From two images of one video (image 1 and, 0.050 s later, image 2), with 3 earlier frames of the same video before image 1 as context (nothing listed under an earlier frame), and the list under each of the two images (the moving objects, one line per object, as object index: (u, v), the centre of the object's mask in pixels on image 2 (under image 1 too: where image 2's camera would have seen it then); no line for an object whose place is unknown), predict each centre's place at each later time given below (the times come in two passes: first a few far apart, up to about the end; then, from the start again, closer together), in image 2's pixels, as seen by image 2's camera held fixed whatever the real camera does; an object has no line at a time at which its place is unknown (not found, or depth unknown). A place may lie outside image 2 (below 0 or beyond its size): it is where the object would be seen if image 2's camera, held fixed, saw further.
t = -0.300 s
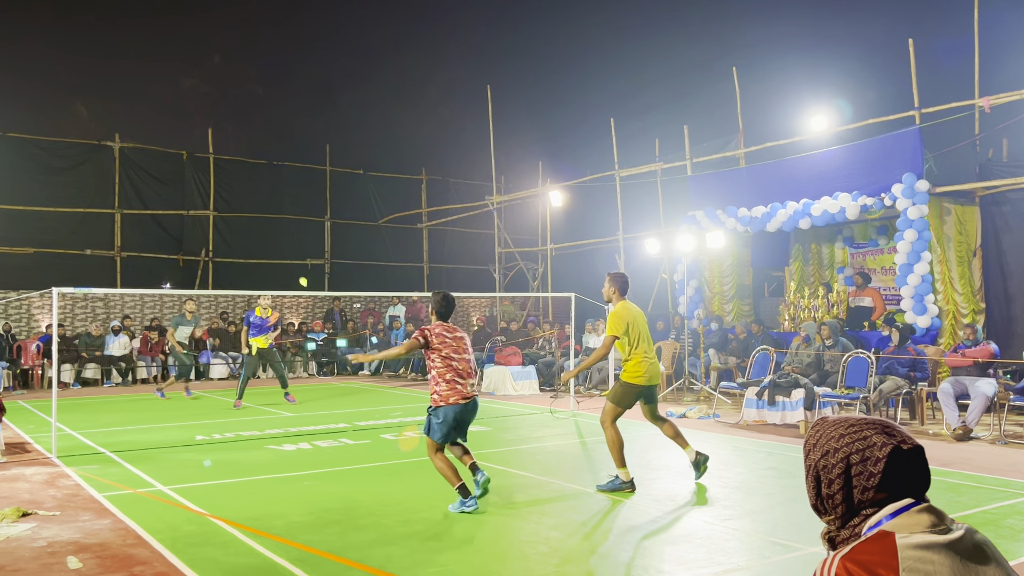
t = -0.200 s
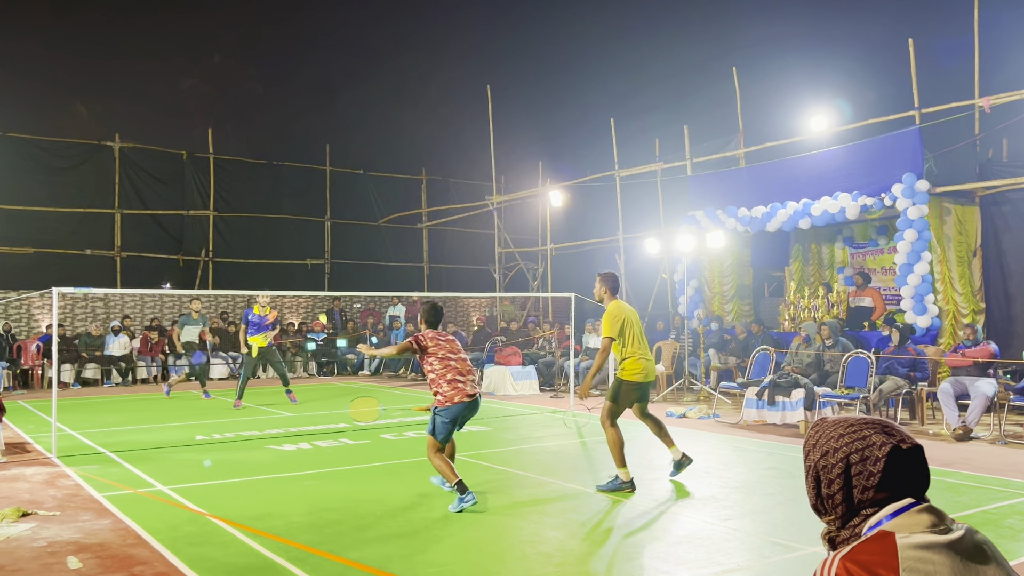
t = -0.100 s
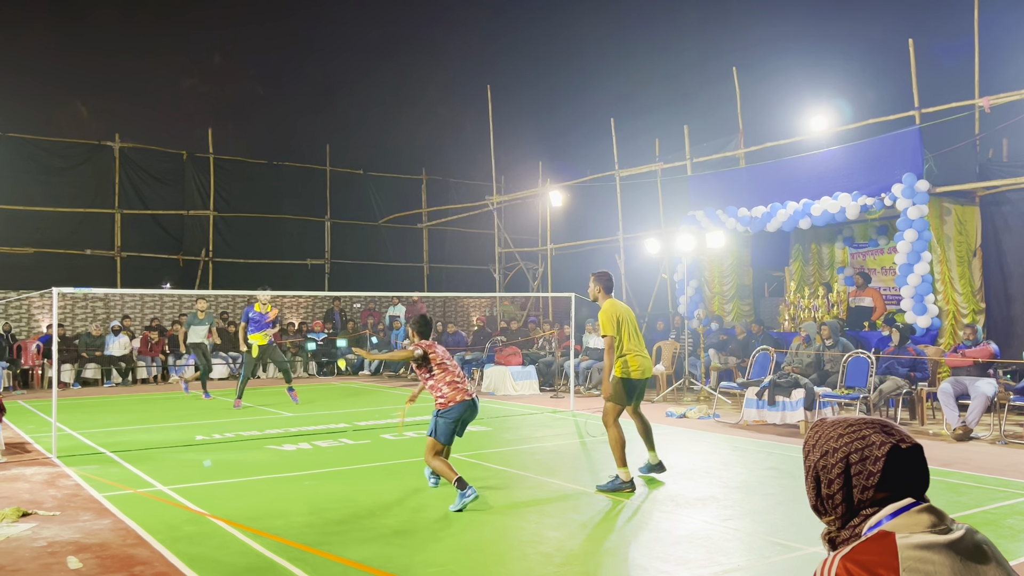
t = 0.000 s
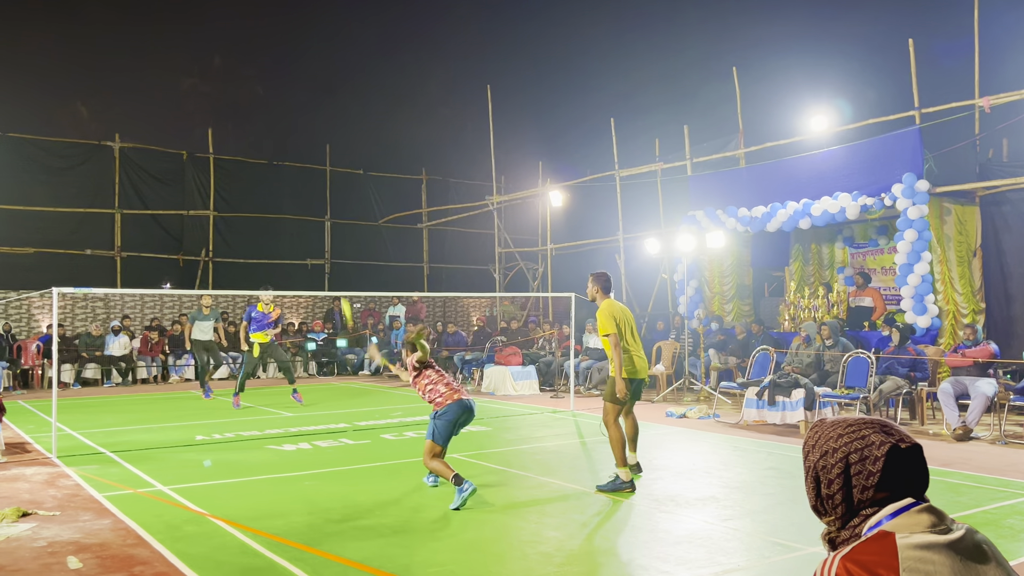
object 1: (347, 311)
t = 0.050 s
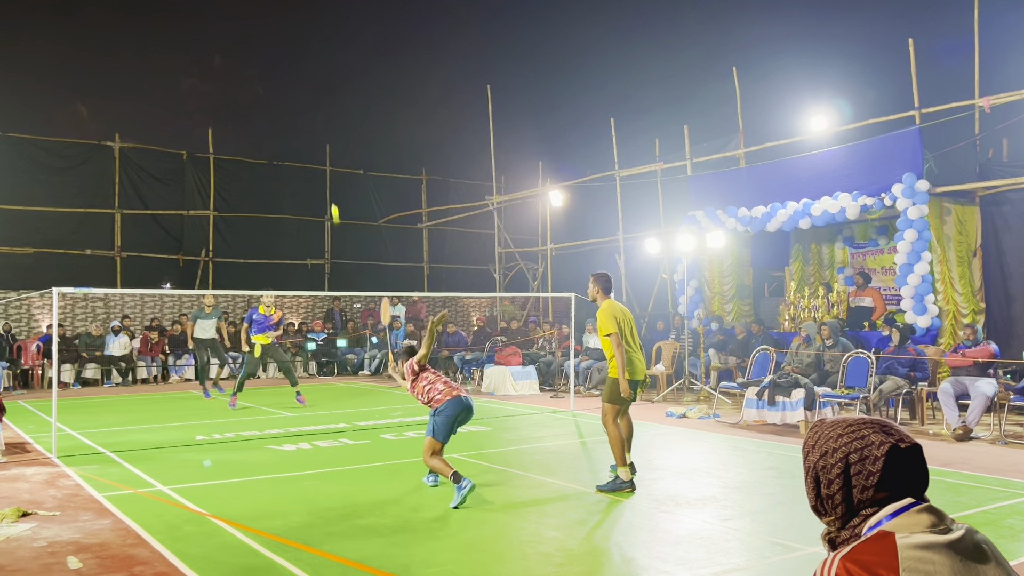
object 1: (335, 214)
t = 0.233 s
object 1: (319, 69)
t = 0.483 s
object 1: (311, 19)
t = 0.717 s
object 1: (310, 22)
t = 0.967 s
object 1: (312, 57)
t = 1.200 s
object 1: (315, 109)
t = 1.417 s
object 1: (318, 167)
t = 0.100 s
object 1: (328, 153)
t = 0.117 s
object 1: (326, 138)
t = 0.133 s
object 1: (325, 125)
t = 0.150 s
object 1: (324, 112)
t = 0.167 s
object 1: (323, 102)
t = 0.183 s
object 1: (321, 92)
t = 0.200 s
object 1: (320, 83)
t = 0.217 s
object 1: (319, 76)
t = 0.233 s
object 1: (319, 69)
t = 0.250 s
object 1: (318, 62)
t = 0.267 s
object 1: (317, 56)
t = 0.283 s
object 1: (317, 51)
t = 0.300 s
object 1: (316, 46)
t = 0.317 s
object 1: (316, 43)
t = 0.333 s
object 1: (315, 39)
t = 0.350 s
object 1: (315, 35)
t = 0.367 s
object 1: (314, 32)
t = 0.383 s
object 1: (314, 29)
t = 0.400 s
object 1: (313, 27)
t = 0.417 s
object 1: (312, 25)
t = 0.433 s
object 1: (312, 23)
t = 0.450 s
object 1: (312, 21)
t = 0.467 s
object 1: (312, 20)
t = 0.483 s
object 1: (311, 19)
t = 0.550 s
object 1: (311, 16)
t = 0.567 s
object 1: (311, 16)
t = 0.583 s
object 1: (311, 16)
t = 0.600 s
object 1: (311, 16)
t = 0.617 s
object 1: (310, 17)
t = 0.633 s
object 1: (310, 17)
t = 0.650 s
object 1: (310, 18)
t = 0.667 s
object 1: (310, 18)
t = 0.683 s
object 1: (310, 20)
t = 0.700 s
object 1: (310, 21)
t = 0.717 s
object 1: (310, 22)
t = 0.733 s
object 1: (310, 23)
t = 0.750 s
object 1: (310, 25)
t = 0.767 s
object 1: (310, 27)
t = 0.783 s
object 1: (310, 28)
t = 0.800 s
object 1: (310, 31)
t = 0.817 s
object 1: (310, 33)
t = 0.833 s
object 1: (310, 35)
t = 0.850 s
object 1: (311, 38)
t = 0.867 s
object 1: (311, 40)
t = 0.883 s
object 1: (311, 42)
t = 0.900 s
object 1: (311, 45)
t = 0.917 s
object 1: (311, 48)
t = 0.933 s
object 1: (311, 51)
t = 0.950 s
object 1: (311, 54)
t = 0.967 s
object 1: (312, 57)
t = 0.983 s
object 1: (312, 60)
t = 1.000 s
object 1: (312, 64)
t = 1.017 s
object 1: (312, 67)
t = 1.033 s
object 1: (312, 70)
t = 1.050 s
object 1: (313, 74)
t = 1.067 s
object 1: (313, 77)
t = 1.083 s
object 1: (313, 81)
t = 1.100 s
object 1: (313, 85)
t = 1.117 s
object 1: (314, 89)
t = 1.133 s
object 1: (314, 92)
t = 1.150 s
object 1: (314, 97)
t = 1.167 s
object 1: (315, 101)
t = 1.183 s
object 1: (315, 104)
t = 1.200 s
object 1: (315, 109)
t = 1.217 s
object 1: (315, 113)
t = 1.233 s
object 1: (315, 117)
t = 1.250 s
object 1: (316, 122)
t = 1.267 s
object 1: (316, 126)
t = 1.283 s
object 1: (316, 130)
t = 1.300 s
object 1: (316, 134)
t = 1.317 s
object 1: (316, 139)
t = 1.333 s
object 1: (317, 143)
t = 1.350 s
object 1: (317, 148)
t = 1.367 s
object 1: (317, 153)
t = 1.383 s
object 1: (317, 158)
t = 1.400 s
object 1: (318, 162)
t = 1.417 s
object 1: (318, 167)
